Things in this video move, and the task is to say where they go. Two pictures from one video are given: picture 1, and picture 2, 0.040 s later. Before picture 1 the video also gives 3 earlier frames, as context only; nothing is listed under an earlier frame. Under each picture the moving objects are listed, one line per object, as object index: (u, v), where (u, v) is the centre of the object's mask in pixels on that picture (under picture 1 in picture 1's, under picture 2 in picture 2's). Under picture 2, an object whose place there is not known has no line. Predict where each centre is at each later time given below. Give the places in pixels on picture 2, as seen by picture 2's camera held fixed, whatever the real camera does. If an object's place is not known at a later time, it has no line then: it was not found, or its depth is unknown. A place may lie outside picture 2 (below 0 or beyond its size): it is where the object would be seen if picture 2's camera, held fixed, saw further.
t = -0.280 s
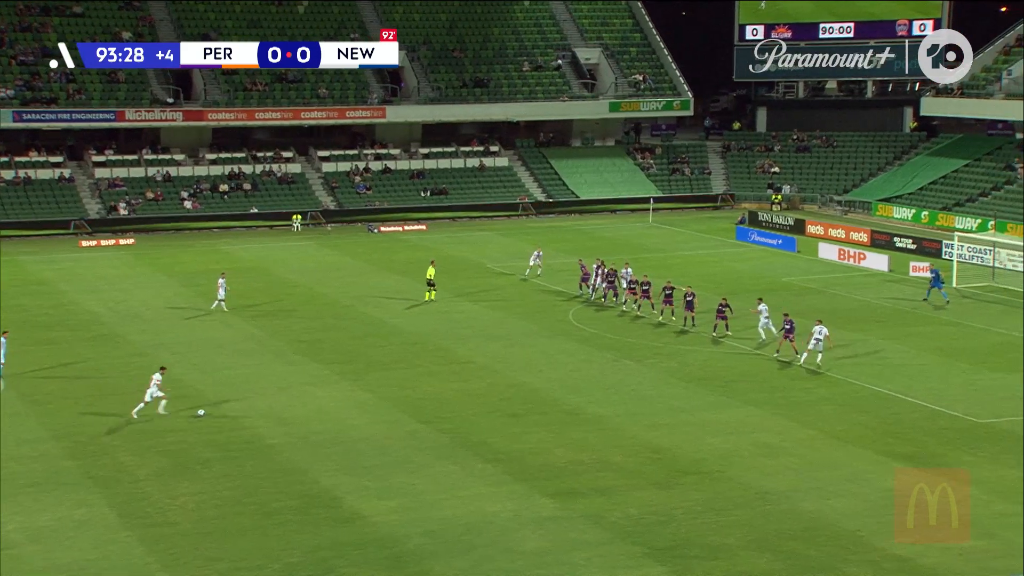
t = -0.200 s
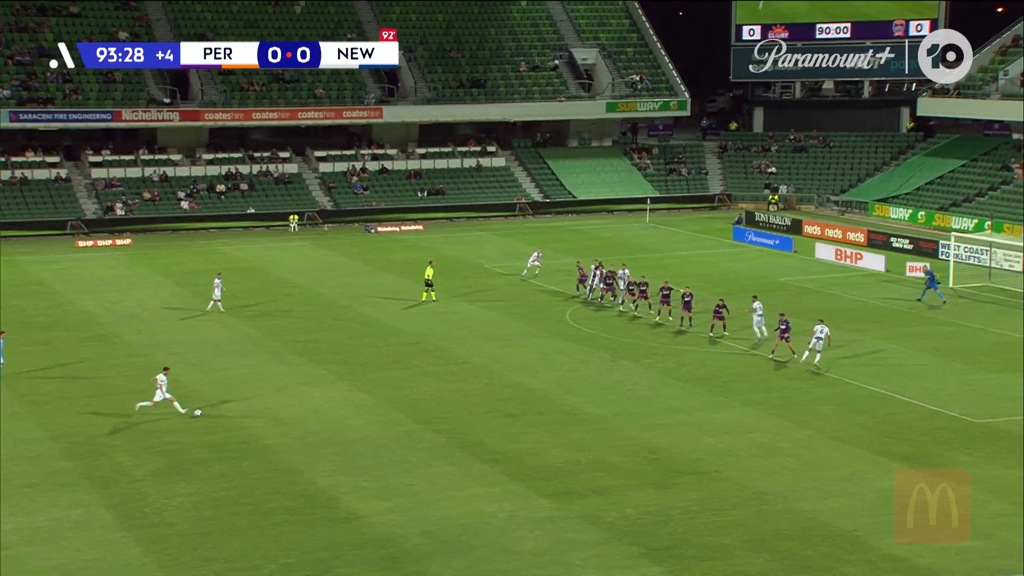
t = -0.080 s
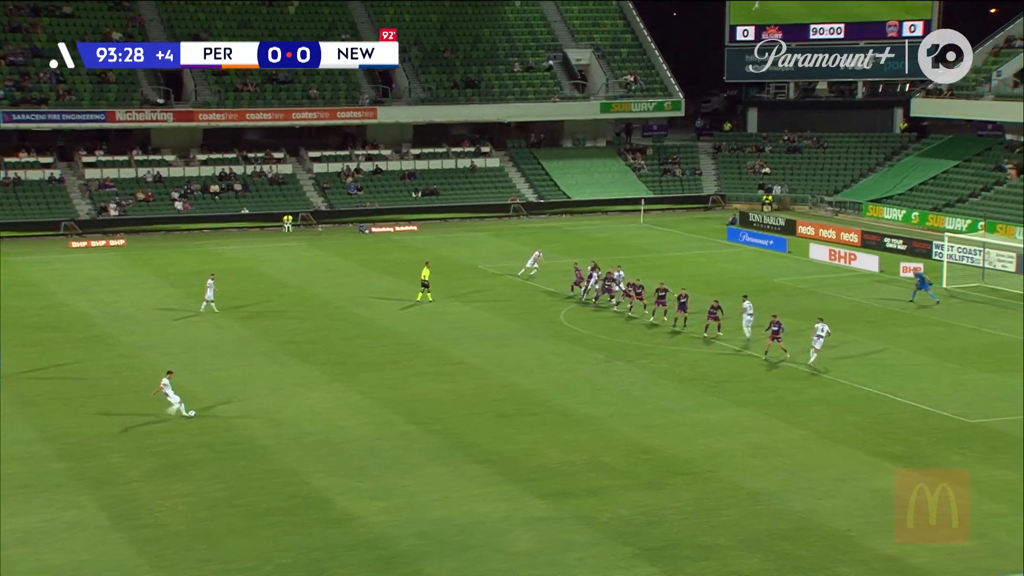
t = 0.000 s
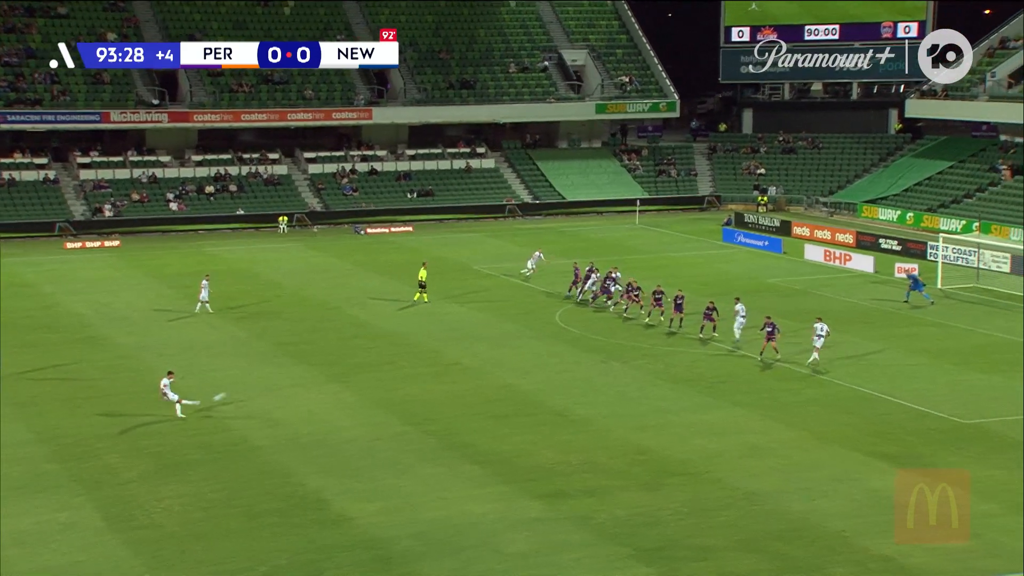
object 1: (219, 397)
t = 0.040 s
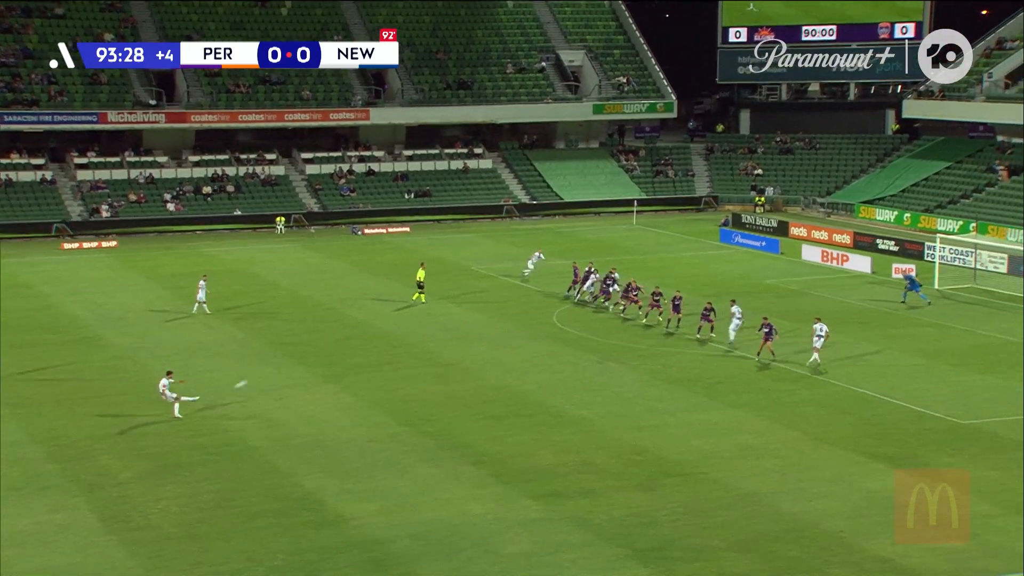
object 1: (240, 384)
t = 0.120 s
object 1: (284, 361)
